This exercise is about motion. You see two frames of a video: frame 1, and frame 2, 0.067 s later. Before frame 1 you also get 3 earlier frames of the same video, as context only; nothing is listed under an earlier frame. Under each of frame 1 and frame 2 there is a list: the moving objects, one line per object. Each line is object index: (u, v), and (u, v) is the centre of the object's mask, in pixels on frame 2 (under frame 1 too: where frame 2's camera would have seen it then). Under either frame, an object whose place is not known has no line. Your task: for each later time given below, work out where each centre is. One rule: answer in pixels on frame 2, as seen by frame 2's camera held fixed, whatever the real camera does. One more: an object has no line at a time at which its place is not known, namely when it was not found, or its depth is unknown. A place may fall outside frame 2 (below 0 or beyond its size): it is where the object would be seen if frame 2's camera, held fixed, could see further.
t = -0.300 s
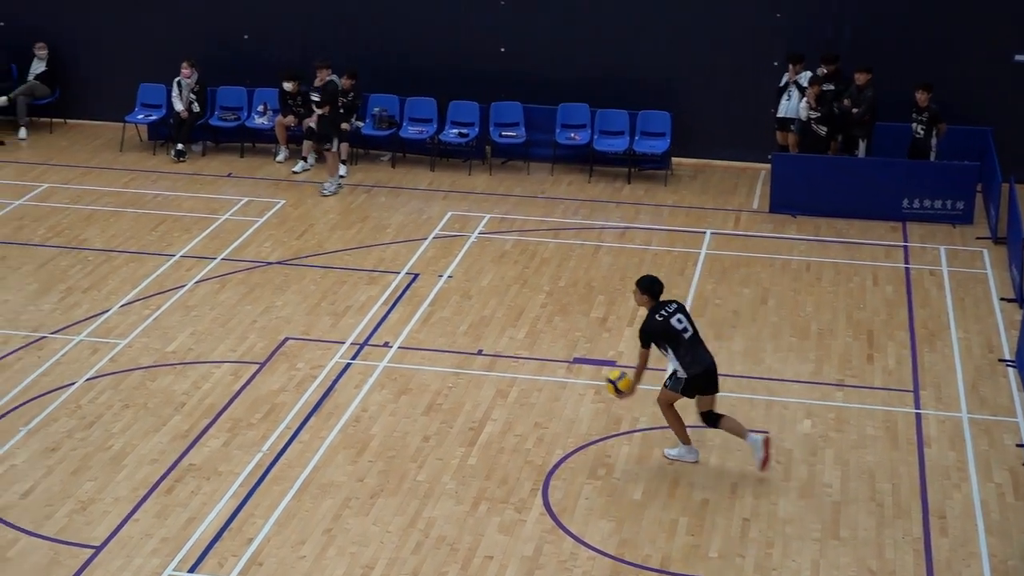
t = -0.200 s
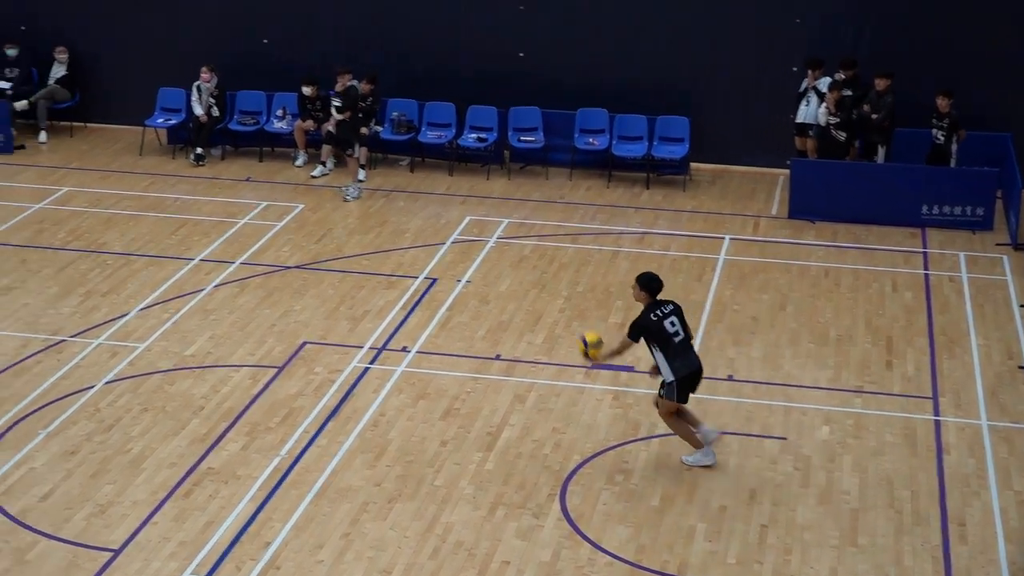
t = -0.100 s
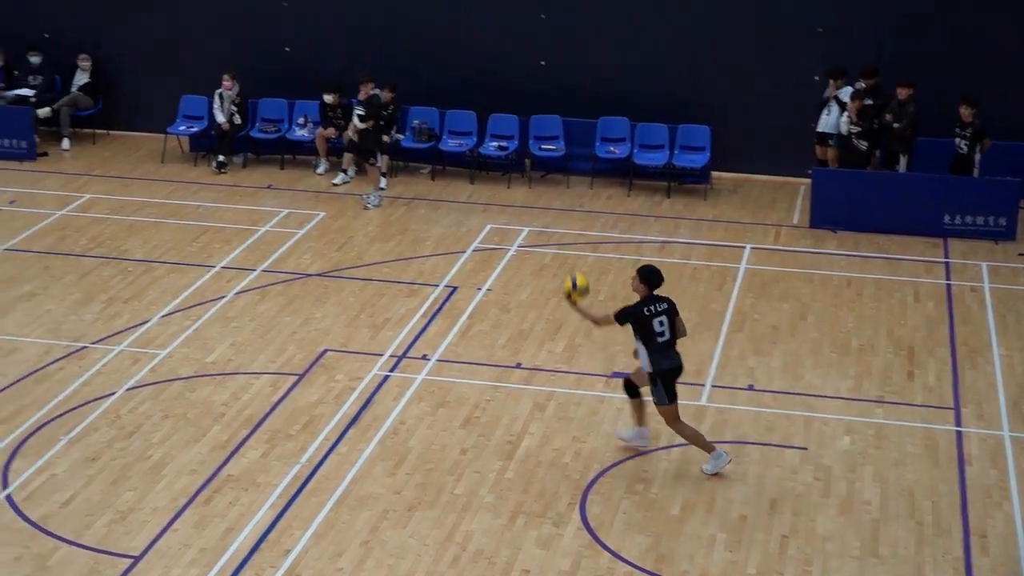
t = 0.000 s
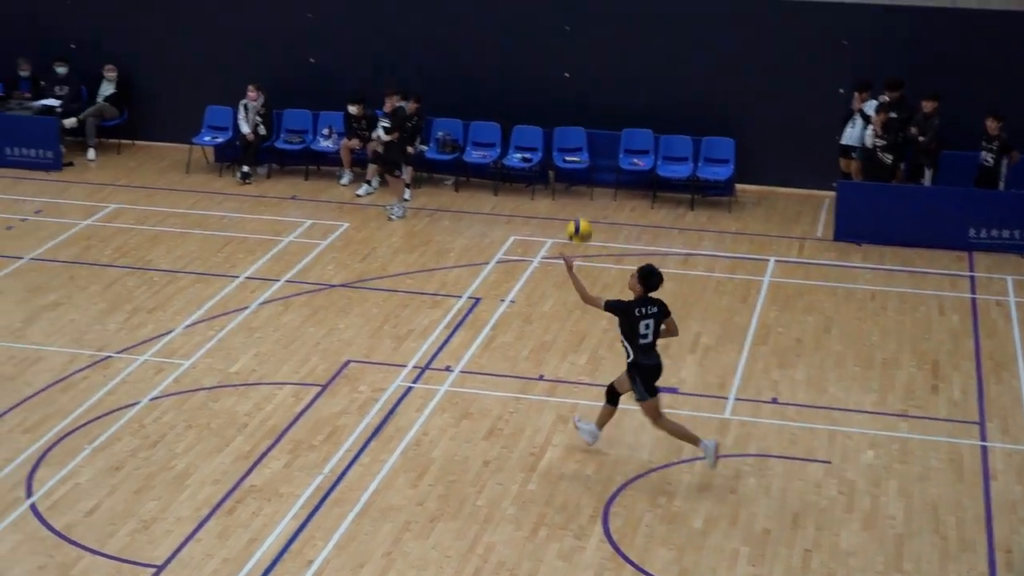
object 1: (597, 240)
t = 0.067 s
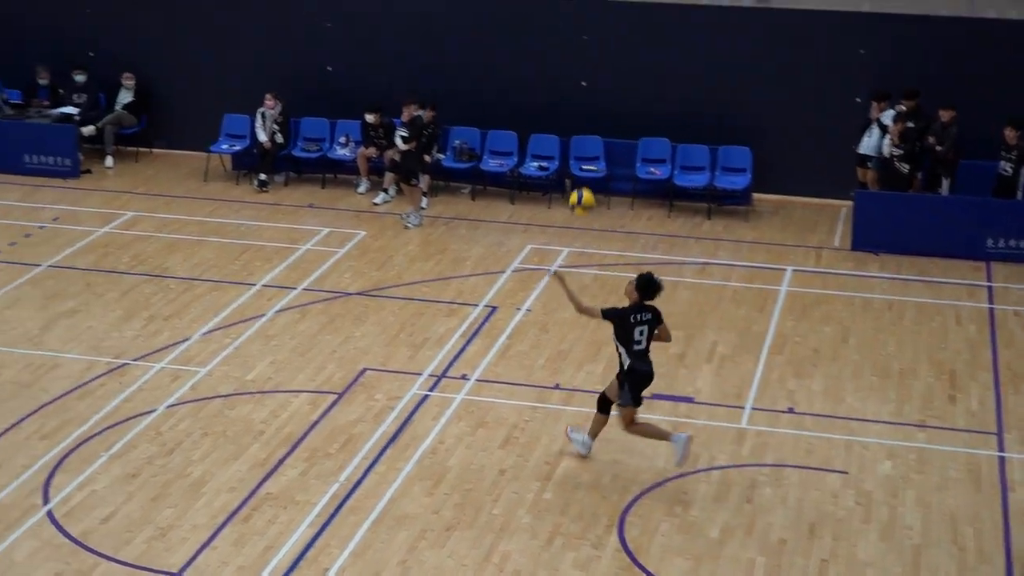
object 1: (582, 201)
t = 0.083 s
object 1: (578, 193)
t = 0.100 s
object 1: (576, 185)
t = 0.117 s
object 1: (573, 178)
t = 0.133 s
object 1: (570, 171)
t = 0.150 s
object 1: (567, 164)
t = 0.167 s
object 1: (564, 156)
